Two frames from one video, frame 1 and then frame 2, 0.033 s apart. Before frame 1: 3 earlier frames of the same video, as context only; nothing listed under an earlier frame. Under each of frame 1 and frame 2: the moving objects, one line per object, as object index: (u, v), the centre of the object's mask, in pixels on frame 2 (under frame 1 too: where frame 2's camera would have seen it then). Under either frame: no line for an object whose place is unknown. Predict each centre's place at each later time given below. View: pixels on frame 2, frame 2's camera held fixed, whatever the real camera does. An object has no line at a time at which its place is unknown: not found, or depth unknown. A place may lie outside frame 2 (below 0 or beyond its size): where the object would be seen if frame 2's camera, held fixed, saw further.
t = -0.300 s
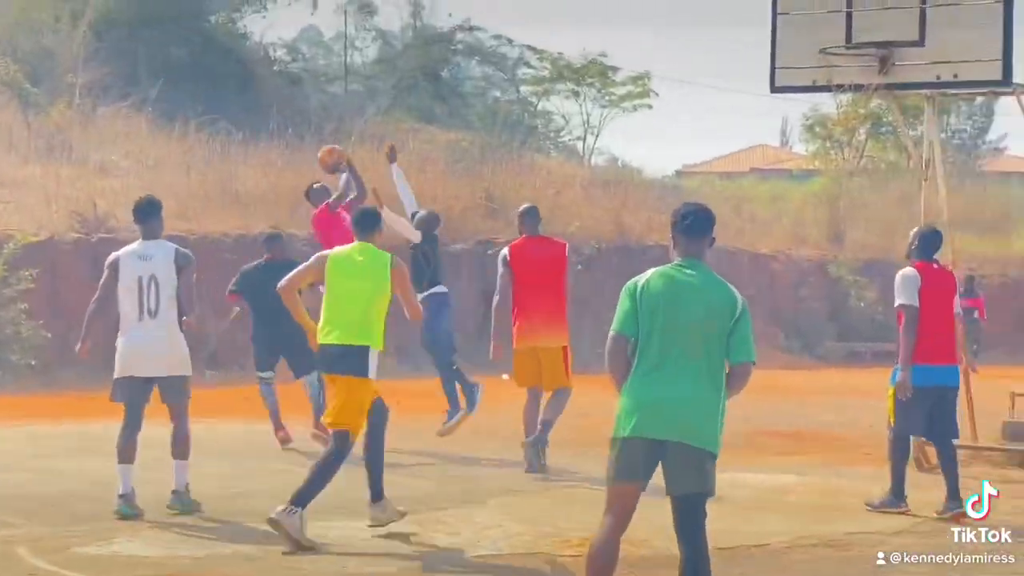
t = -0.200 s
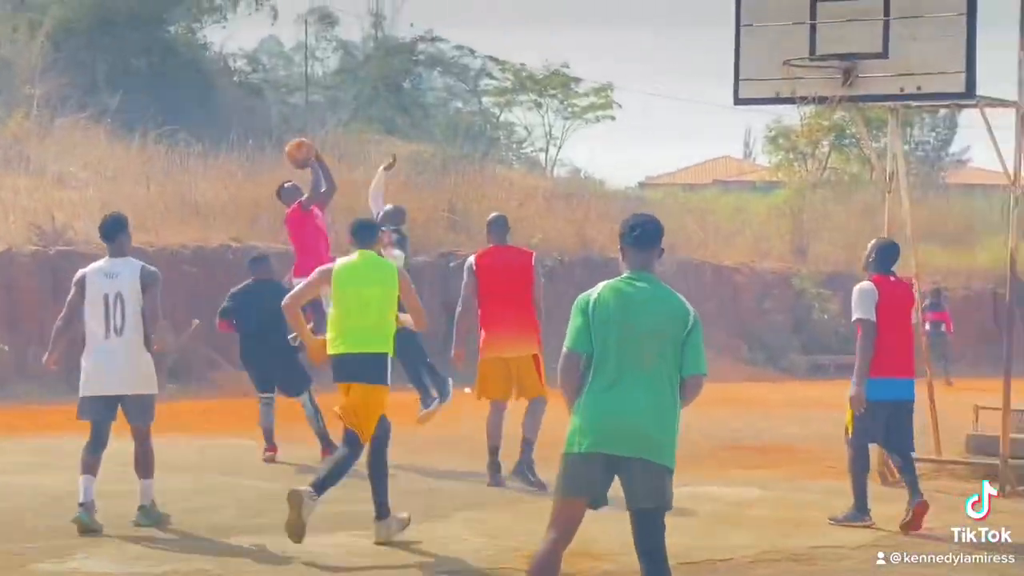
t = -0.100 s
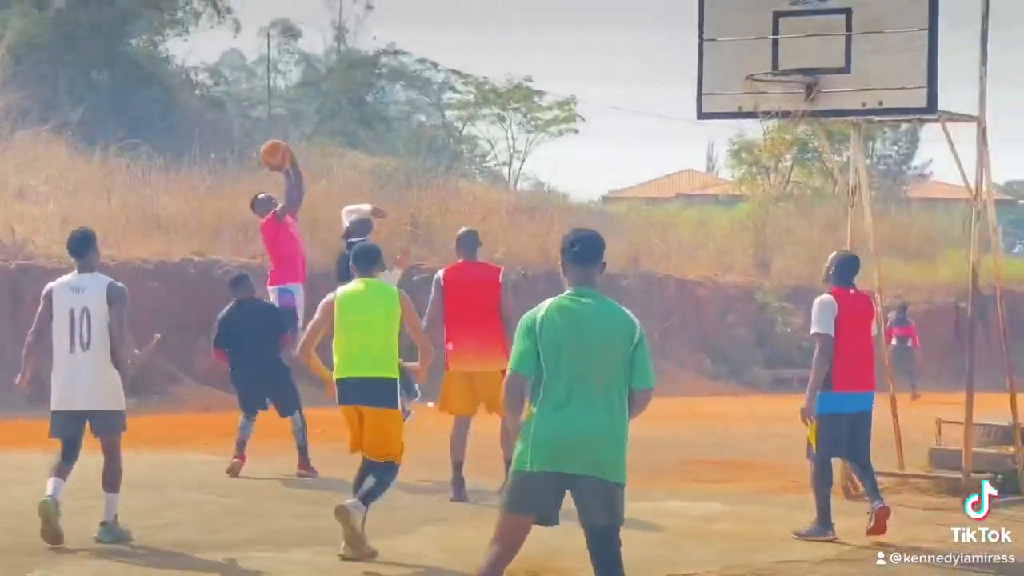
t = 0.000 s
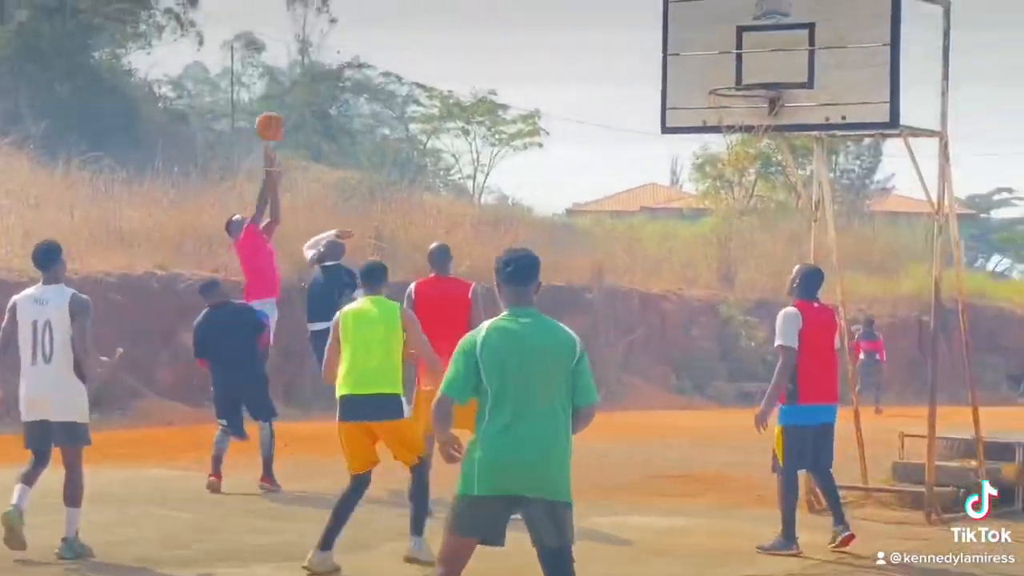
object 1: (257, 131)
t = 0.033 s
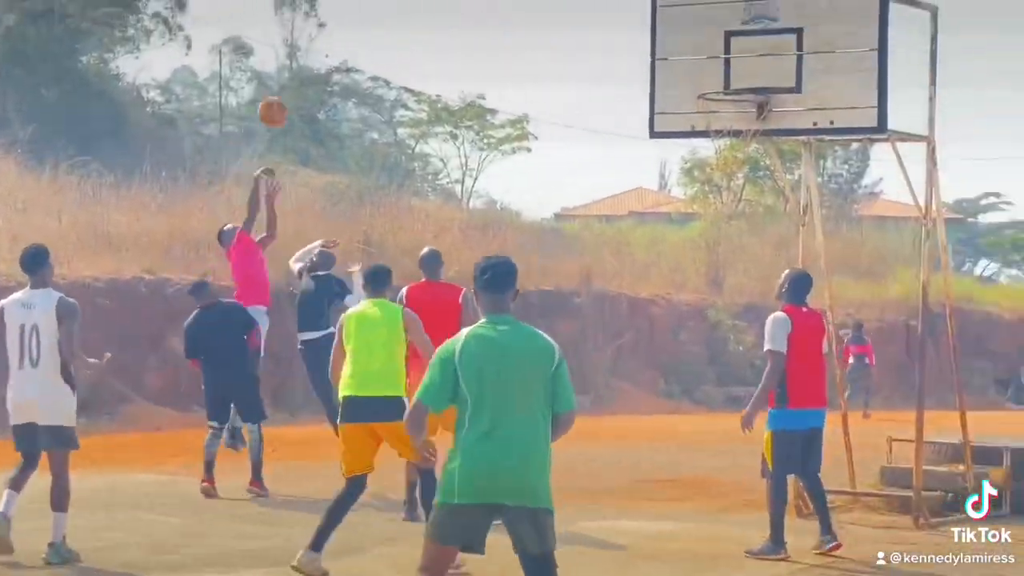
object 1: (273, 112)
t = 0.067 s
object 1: (288, 95)
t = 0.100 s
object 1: (303, 77)
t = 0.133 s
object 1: (319, 61)
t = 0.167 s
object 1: (335, 46)
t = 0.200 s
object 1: (351, 32)
